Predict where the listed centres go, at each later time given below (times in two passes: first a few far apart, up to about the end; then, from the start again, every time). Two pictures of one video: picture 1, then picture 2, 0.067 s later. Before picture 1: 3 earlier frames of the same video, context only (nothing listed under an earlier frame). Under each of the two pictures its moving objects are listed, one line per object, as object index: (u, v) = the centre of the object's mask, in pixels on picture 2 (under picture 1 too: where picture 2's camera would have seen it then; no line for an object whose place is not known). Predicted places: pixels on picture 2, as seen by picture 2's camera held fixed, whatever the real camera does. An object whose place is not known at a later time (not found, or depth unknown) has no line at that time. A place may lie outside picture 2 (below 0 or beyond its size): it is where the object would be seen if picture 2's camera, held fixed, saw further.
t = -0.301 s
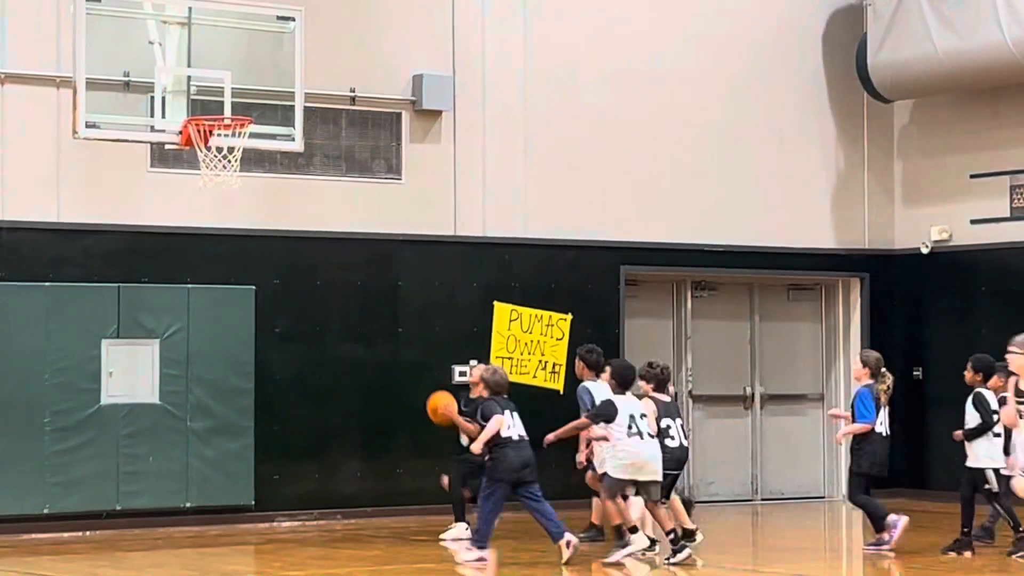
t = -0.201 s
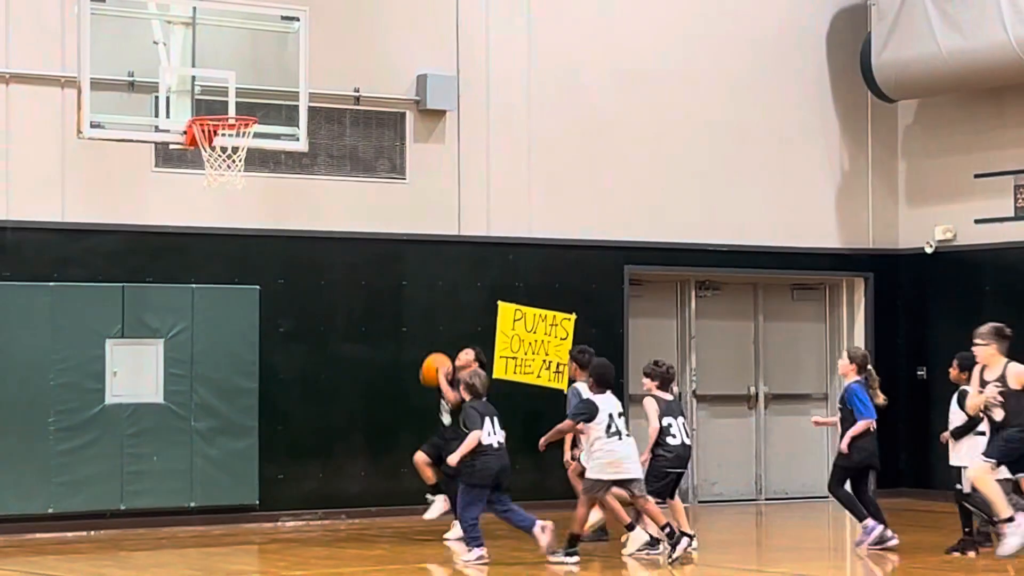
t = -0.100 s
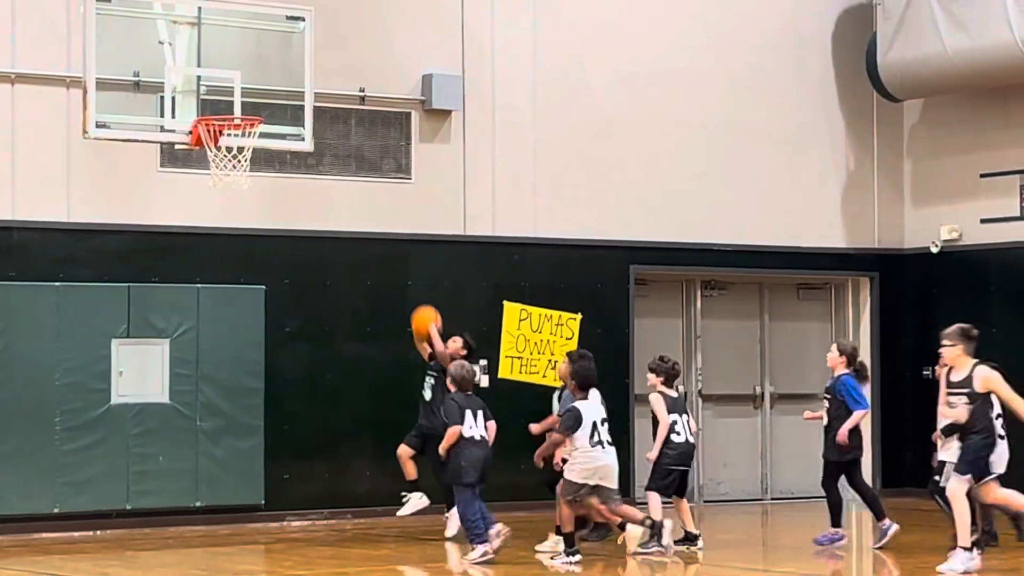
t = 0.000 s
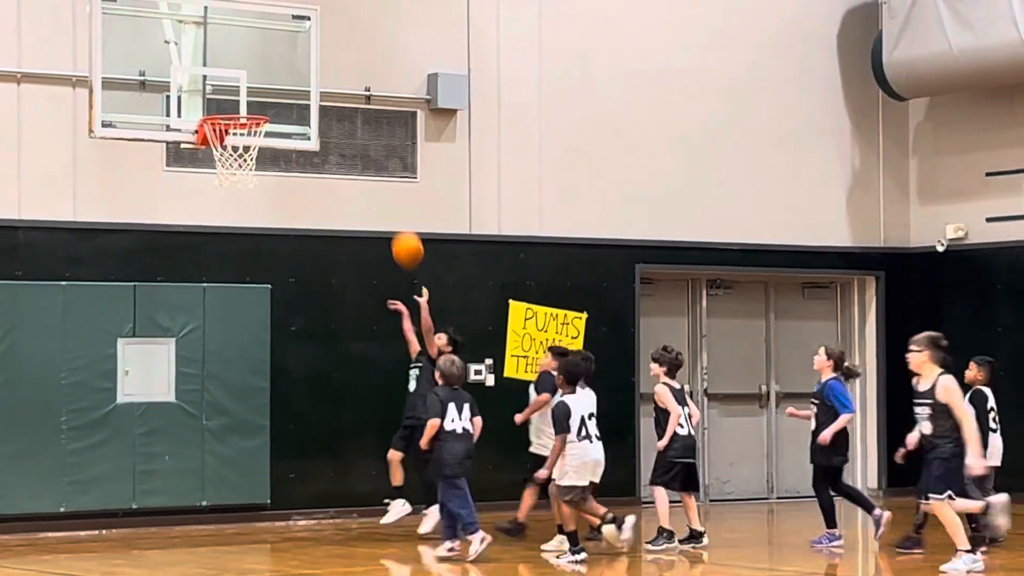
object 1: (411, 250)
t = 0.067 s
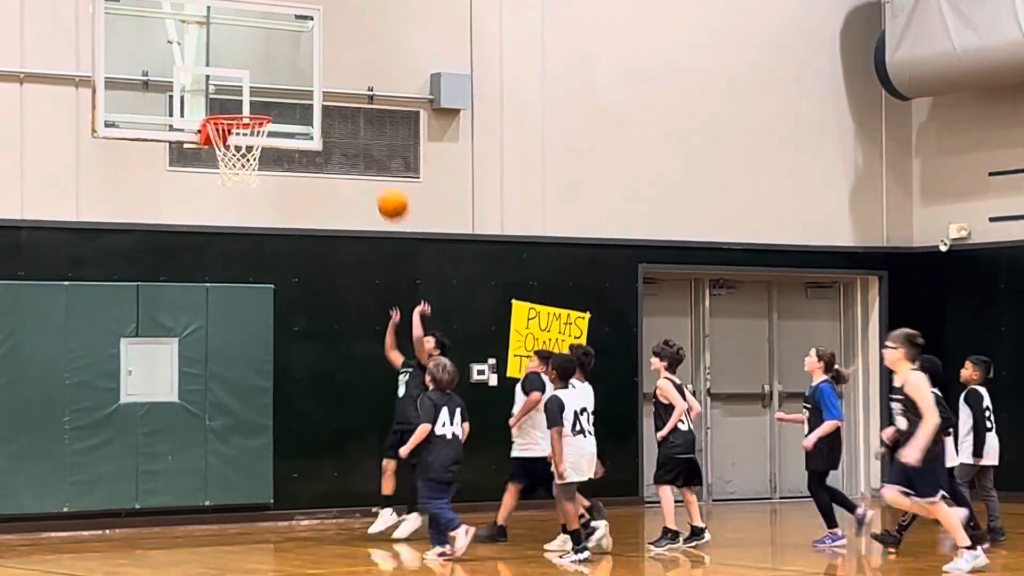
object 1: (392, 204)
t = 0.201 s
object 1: (358, 132)
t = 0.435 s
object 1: (295, 65)
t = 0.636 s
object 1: (241, 63)
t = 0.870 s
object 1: (177, 102)
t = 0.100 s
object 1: (384, 183)
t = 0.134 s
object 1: (375, 164)
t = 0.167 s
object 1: (367, 147)
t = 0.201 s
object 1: (358, 132)
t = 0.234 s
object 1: (349, 120)
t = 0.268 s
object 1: (341, 106)
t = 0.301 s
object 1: (332, 95)
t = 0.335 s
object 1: (322, 85)
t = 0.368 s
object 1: (313, 77)
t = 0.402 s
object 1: (304, 70)
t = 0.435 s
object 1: (295, 65)
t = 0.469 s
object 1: (287, 61)
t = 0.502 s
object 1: (278, 58)
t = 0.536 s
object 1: (269, 57)
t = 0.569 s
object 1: (259, 58)
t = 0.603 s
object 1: (251, 60)
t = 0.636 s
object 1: (241, 63)
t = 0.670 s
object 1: (232, 68)
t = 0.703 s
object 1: (224, 74)
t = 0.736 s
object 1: (214, 83)
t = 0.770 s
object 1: (205, 92)
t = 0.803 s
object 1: (196, 103)
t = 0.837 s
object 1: (187, 102)
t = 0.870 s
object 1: (177, 102)
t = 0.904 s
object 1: (168, 102)
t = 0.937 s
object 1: (158, 104)
